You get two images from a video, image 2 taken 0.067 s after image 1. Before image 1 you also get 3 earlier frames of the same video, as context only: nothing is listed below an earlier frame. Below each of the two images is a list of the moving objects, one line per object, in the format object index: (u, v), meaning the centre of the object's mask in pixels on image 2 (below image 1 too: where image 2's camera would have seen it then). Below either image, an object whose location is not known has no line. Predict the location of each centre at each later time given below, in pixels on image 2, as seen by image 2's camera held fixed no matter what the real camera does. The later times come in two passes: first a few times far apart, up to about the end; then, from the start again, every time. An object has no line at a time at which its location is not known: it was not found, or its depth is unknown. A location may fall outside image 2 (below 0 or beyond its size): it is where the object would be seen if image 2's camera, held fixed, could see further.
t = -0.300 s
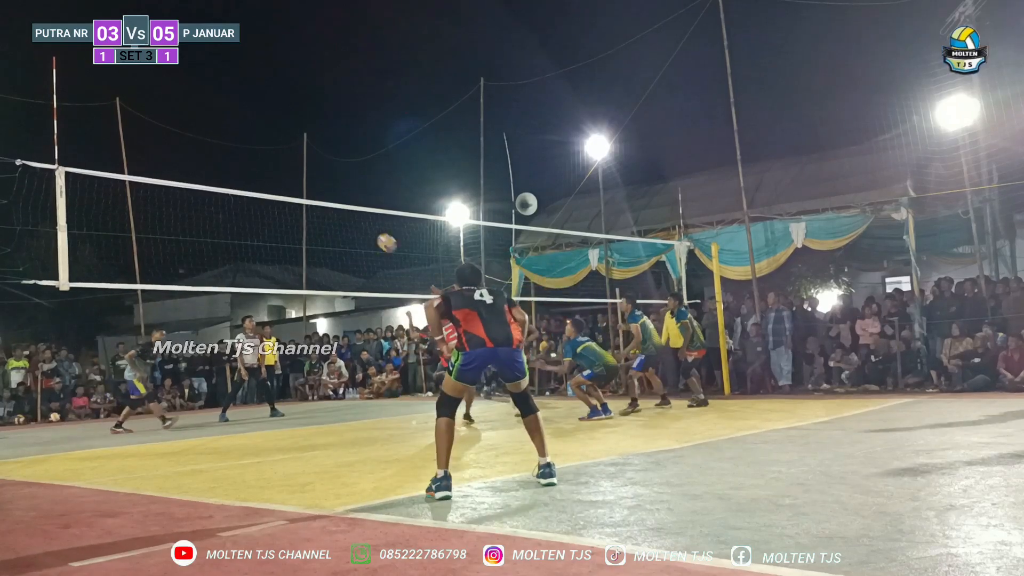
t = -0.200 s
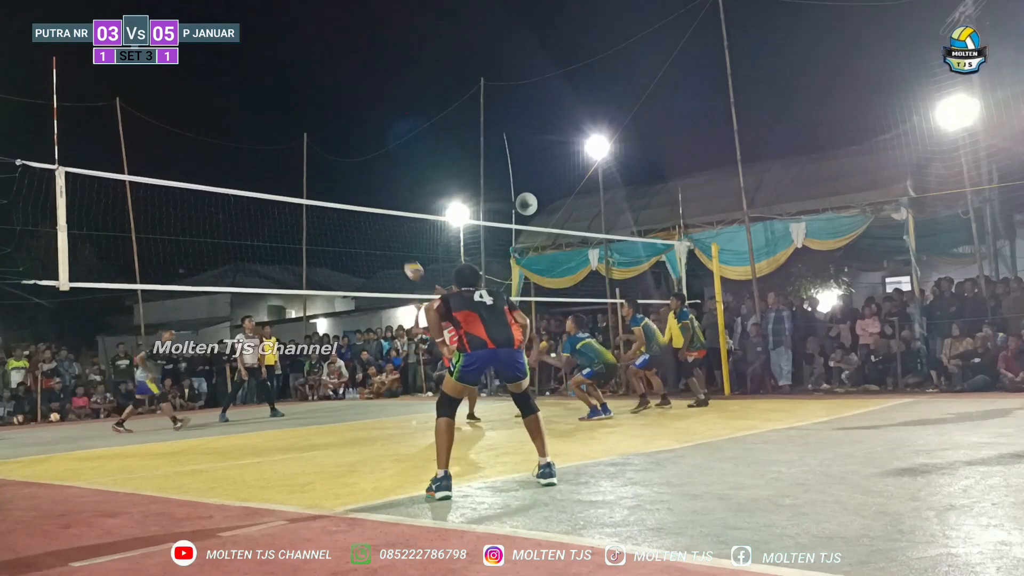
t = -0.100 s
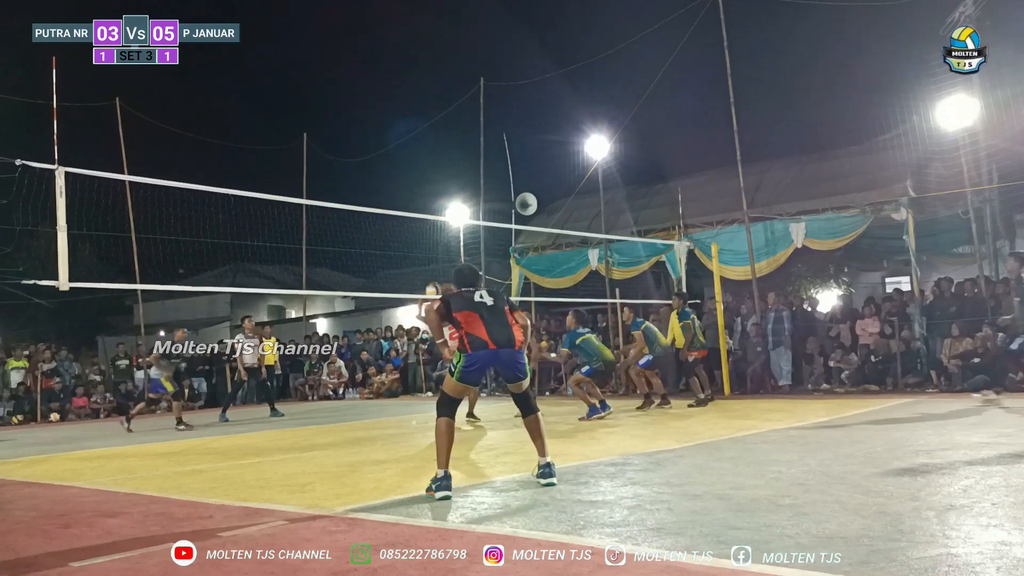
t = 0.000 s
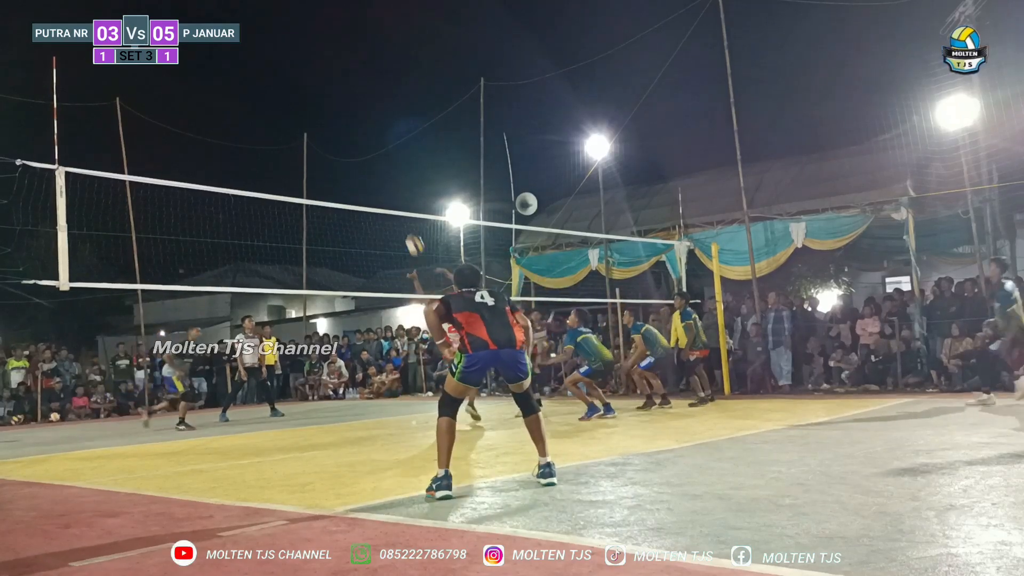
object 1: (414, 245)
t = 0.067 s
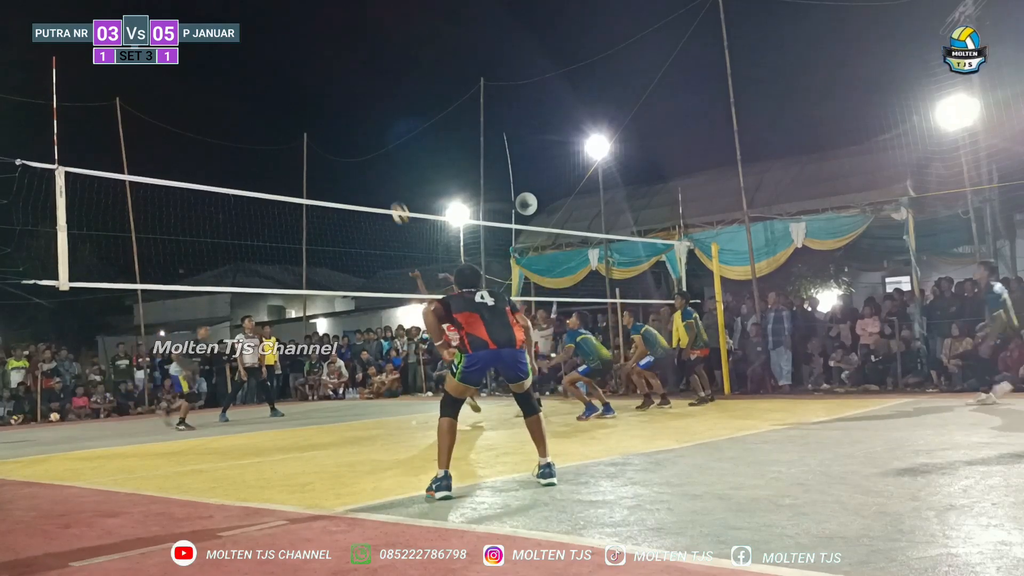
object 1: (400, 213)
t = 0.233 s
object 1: (363, 147)
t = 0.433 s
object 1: (317, 95)
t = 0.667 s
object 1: (263, 71)
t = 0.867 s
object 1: (216, 85)
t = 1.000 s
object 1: (183, 116)
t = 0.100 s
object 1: (392, 199)
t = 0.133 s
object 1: (385, 185)
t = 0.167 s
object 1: (378, 172)
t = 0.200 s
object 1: (370, 159)
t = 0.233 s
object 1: (363, 147)
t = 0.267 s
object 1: (355, 137)
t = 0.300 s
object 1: (347, 126)
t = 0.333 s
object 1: (340, 117)
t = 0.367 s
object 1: (332, 109)
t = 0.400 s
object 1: (324, 101)
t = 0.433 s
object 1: (317, 95)
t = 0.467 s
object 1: (309, 89)
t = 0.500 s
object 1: (301, 83)
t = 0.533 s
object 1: (294, 79)
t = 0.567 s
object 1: (286, 76)
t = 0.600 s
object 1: (279, 73)
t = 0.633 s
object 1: (271, 71)
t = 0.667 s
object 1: (263, 71)
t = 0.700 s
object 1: (255, 71)
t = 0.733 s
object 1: (247, 72)
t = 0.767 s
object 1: (240, 74)
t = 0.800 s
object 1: (232, 76)
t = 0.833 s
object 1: (224, 80)
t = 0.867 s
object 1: (216, 85)
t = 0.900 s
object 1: (208, 91)
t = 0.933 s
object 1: (200, 98)
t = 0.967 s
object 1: (192, 107)
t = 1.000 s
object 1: (183, 116)
